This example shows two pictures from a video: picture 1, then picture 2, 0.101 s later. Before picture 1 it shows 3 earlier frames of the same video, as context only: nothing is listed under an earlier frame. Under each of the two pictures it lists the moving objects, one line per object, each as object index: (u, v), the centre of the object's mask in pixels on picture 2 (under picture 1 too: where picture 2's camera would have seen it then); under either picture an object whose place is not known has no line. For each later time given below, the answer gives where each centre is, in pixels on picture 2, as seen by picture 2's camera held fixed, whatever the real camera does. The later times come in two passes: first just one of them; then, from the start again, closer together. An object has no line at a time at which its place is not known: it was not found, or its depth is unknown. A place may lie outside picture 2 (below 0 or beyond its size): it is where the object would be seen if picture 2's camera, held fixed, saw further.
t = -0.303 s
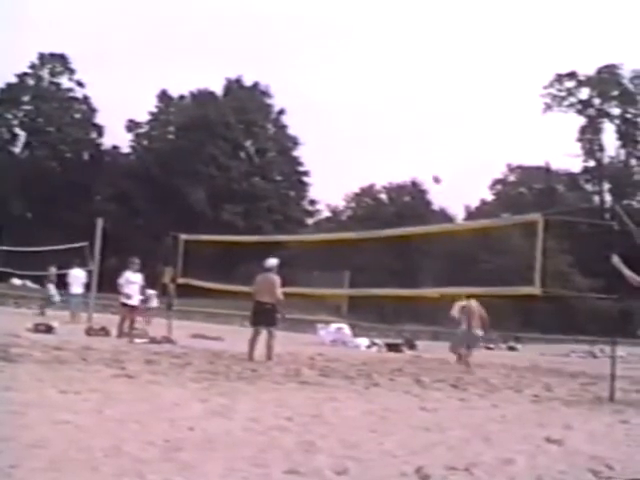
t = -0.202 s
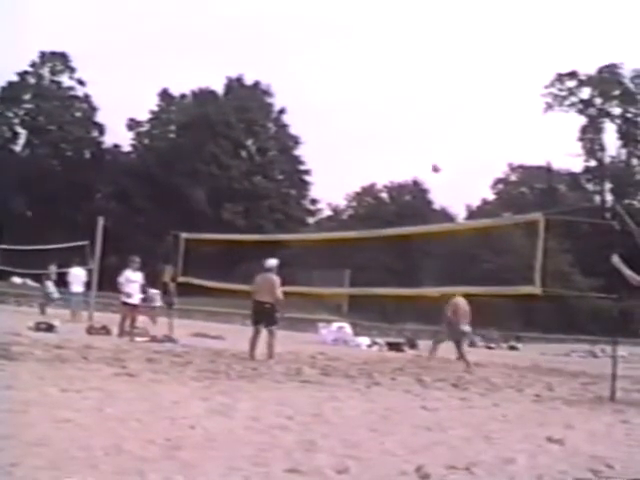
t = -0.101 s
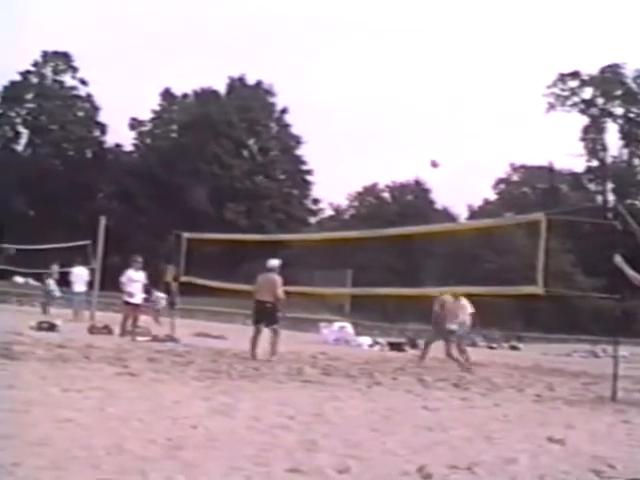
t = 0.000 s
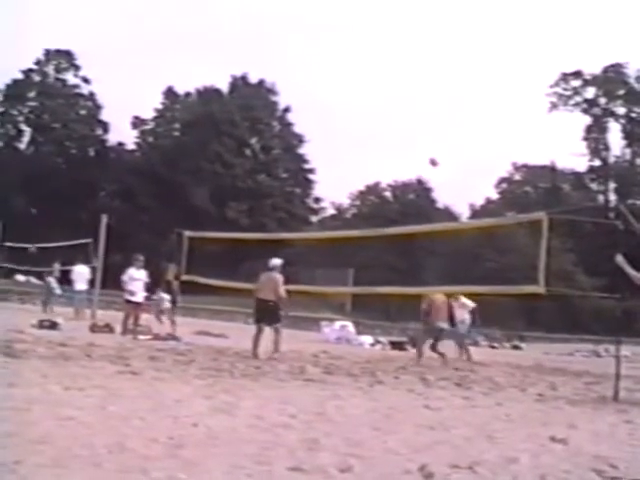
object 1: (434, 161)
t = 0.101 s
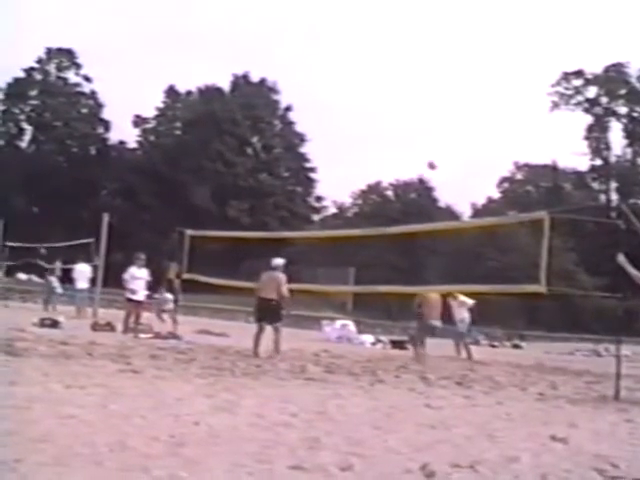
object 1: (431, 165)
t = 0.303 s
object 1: (424, 185)
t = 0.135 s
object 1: (430, 168)
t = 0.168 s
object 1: (428, 171)
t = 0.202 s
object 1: (426, 175)
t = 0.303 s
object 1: (424, 185)
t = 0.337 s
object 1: (422, 193)
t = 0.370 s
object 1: (420, 200)
